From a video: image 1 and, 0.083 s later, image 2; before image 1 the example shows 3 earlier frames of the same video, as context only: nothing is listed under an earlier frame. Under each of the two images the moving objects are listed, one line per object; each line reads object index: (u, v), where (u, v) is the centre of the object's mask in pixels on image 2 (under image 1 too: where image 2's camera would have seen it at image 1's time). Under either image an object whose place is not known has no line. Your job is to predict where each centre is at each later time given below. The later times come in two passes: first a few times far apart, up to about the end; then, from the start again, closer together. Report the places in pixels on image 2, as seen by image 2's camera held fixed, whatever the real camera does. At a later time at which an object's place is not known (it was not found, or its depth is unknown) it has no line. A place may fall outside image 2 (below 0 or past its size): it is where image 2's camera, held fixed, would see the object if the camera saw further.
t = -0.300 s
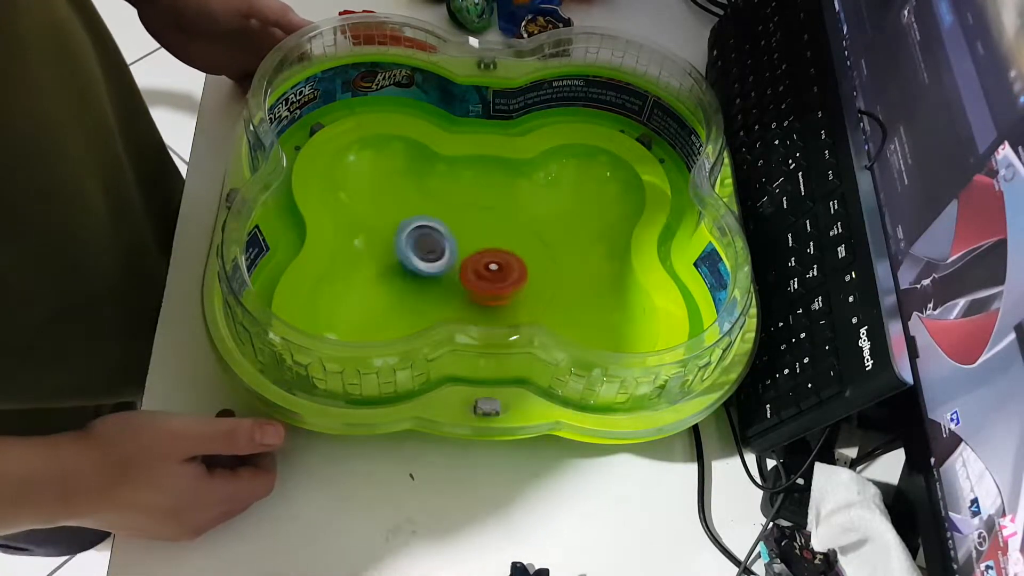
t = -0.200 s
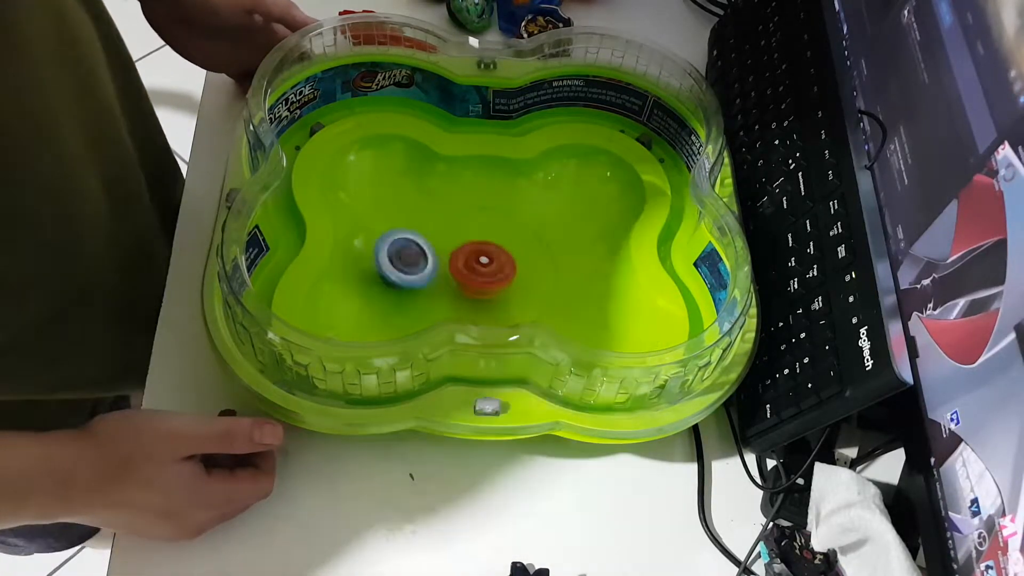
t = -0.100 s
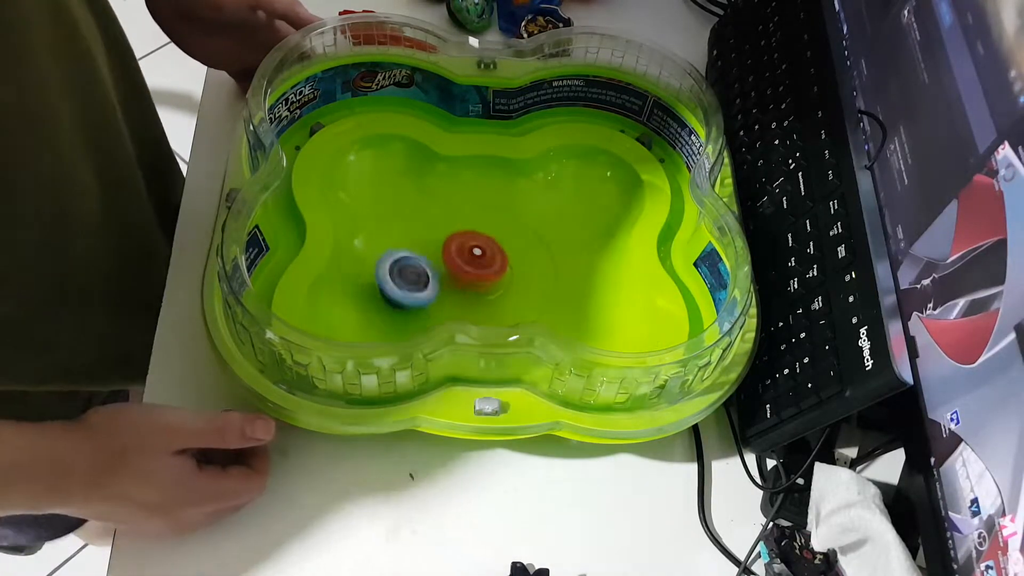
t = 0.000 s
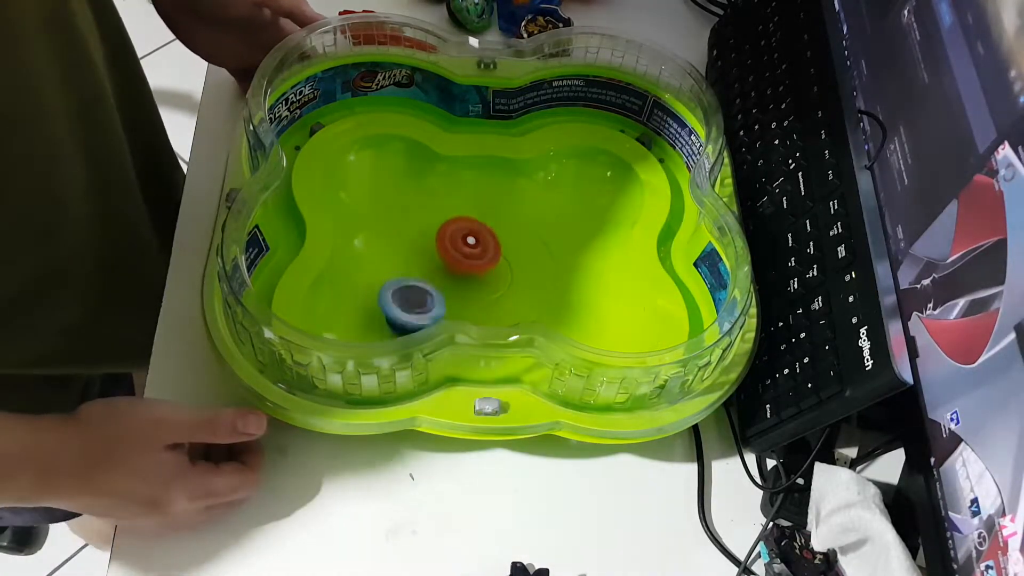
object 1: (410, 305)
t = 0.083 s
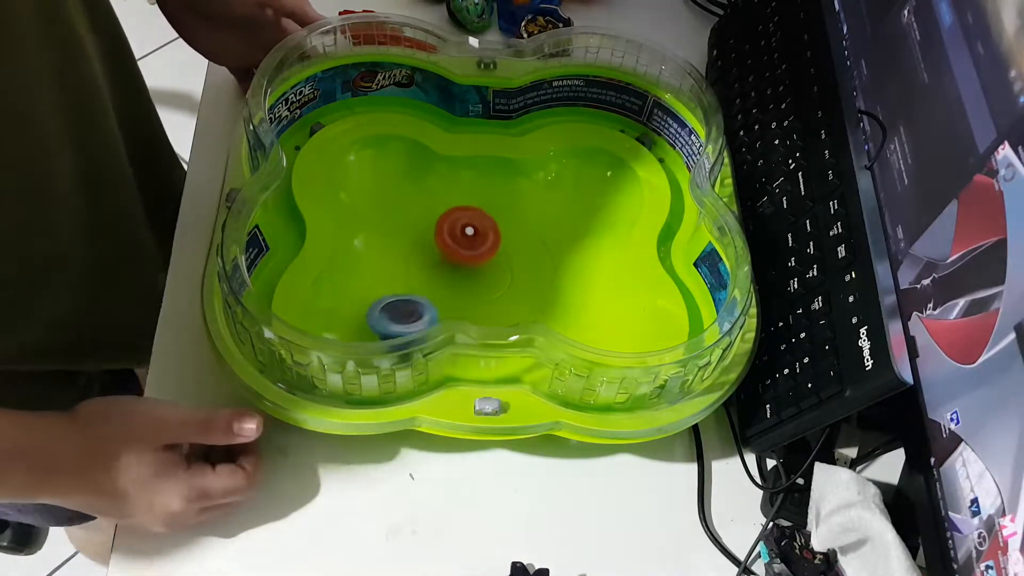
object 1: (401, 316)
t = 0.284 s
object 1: (369, 304)
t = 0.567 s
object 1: (426, 227)
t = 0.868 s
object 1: (540, 211)
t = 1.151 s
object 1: (561, 250)
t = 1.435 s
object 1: (497, 299)
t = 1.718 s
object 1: (403, 305)
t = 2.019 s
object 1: (425, 270)
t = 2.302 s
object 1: (505, 239)
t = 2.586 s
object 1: (573, 222)
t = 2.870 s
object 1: (556, 240)
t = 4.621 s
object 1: (485, 296)
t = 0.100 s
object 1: (398, 317)
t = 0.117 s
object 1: (394, 319)
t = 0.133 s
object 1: (390, 320)
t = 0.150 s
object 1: (385, 320)
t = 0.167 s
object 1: (381, 320)
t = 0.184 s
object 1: (379, 320)
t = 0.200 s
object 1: (376, 319)
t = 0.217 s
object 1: (373, 317)
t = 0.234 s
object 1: (371, 315)
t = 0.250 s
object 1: (369, 313)
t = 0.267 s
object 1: (369, 309)
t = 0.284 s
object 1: (369, 304)
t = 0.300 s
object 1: (369, 299)
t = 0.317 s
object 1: (370, 294)
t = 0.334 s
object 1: (372, 288)
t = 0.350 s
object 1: (375, 282)
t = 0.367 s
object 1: (379, 276)
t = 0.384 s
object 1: (382, 271)
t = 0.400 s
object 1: (386, 266)
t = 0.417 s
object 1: (391, 261)
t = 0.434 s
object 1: (395, 257)
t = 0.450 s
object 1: (399, 252)
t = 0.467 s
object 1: (402, 248)
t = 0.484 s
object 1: (405, 245)
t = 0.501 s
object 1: (409, 241)
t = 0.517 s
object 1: (415, 238)
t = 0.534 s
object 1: (419, 234)
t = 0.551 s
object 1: (422, 231)
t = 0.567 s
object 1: (426, 227)
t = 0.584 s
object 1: (431, 223)
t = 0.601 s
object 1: (436, 220)
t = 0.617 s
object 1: (442, 216)
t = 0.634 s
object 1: (448, 212)
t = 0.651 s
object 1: (455, 209)
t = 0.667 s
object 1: (461, 206)
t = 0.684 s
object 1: (468, 204)
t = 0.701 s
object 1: (474, 202)
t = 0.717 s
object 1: (482, 200)
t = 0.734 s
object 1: (489, 199)
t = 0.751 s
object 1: (496, 198)
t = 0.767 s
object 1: (503, 198)
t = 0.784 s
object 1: (509, 198)
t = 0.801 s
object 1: (515, 199)
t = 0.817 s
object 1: (520, 201)
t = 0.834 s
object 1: (526, 204)
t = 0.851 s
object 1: (533, 208)
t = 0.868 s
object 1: (540, 211)
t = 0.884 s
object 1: (545, 213)
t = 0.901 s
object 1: (550, 216)
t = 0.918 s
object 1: (554, 219)
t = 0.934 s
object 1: (557, 221)
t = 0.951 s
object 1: (559, 224)
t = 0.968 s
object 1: (561, 226)
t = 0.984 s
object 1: (563, 228)
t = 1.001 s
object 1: (564, 231)
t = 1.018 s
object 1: (564, 233)
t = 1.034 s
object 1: (565, 235)
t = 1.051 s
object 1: (565, 238)
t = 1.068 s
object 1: (565, 239)
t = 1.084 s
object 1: (564, 242)
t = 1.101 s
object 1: (564, 244)
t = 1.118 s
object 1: (563, 247)
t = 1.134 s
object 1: (562, 248)
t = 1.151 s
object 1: (561, 250)
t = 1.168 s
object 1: (559, 253)
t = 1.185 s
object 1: (556, 256)
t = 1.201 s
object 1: (554, 258)
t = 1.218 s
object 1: (552, 261)
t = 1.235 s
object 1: (549, 263)
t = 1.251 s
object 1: (546, 266)
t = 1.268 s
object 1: (542, 269)
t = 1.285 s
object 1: (538, 272)
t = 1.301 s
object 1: (536, 275)
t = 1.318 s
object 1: (532, 277)
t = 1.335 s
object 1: (527, 279)
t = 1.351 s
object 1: (523, 282)
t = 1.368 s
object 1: (518, 285)
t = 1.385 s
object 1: (515, 289)
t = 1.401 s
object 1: (510, 293)
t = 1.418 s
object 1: (504, 296)
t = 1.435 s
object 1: (497, 299)
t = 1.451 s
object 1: (491, 301)
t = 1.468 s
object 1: (486, 304)
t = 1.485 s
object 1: (481, 305)
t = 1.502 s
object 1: (475, 306)
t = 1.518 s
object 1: (469, 306)
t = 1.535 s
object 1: (462, 308)
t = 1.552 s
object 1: (454, 310)
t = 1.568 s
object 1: (450, 311)
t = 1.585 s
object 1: (445, 312)
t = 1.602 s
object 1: (438, 312)
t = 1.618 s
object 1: (429, 313)
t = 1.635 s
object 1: (423, 312)
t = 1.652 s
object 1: (420, 312)
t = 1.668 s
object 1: (415, 311)
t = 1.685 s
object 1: (411, 309)
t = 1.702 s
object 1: (407, 306)
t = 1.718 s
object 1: (403, 305)
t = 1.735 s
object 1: (401, 302)
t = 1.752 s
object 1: (399, 299)
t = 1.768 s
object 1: (398, 297)
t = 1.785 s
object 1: (399, 294)
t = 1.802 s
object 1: (399, 291)
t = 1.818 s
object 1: (400, 288)
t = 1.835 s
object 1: (400, 285)
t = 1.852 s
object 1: (401, 282)
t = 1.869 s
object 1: (402, 280)
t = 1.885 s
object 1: (403, 278)
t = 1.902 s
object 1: (405, 277)
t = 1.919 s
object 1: (407, 276)
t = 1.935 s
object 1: (409, 275)
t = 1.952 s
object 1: (411, 273)
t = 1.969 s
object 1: (414, 273)
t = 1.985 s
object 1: (418, 272)
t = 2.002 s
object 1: (421, 271)
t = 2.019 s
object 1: (425, 270)
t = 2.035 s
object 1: (429, 270)
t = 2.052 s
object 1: (433, 269)
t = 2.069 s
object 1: (438, 269)
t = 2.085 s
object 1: (443, 269)
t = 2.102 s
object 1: (447, 268)
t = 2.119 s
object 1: (452, 267)
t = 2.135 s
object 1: (457, 266)
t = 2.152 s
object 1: (462, 265)
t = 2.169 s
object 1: (467, 263)
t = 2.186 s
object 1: (472, 261)
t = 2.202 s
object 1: (477, 258)
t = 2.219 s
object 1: (482, 255)
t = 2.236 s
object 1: (486, 253)
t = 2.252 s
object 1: (490, 249)
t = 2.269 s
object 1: (495, 246)
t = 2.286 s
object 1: (500, 242)
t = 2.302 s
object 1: (505, 239)
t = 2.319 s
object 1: (510, 236)
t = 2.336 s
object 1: (514, 233)
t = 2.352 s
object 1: (519, 230)
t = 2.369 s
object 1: (523, 228)
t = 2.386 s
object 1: (526, 226)
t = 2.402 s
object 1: (532, 224)
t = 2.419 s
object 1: (536, 223)
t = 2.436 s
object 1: (540, 222)
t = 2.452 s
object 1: (545, 221)
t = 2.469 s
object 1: (550, 220)
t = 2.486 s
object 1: (554, 220)
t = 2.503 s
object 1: (558, 219)
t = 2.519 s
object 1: (561, 220)
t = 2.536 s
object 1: (565, 220)
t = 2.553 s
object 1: (568, 221)
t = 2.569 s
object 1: (571, 222)
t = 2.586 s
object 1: (573, 222)
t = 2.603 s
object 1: (575, 223)
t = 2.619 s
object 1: (577, 224)
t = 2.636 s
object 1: (578, 226)
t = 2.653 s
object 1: (578, 227)
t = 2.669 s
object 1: (579, 228)
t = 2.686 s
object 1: (578, 229)
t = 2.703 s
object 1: (577, 230)
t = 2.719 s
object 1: (576, 231)
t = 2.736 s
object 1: (575, 233)
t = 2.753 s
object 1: (573, 234)
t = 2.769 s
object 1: (572, 235)
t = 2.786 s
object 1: (570, 235)
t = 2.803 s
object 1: (567, 236)
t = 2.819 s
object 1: (564, 237)
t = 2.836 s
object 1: (560, 239)
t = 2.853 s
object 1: (558, 240)
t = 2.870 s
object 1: (556, 240)
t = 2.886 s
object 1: (554, 239)
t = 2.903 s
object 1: (552, 239)
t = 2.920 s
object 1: (551, 239)
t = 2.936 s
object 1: (550, 240)
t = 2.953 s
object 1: (550, 240)
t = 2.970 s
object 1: (549, 241)
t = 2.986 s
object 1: (548, 242)
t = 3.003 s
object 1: (547, 243)
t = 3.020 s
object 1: (547, 244)
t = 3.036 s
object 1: (546, 244)
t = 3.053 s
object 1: (544, 245)
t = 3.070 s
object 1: (542, 245)
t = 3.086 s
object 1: (540, 247)
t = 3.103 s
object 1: (537, 248)
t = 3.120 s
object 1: (536, 251)
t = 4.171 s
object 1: (492, 250)
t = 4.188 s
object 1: (491, 250)
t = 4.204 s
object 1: (488, 251)
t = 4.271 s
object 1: (482, 261)
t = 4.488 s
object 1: (478, 286)
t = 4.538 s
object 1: (480, 292)
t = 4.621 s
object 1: (485, 296)
